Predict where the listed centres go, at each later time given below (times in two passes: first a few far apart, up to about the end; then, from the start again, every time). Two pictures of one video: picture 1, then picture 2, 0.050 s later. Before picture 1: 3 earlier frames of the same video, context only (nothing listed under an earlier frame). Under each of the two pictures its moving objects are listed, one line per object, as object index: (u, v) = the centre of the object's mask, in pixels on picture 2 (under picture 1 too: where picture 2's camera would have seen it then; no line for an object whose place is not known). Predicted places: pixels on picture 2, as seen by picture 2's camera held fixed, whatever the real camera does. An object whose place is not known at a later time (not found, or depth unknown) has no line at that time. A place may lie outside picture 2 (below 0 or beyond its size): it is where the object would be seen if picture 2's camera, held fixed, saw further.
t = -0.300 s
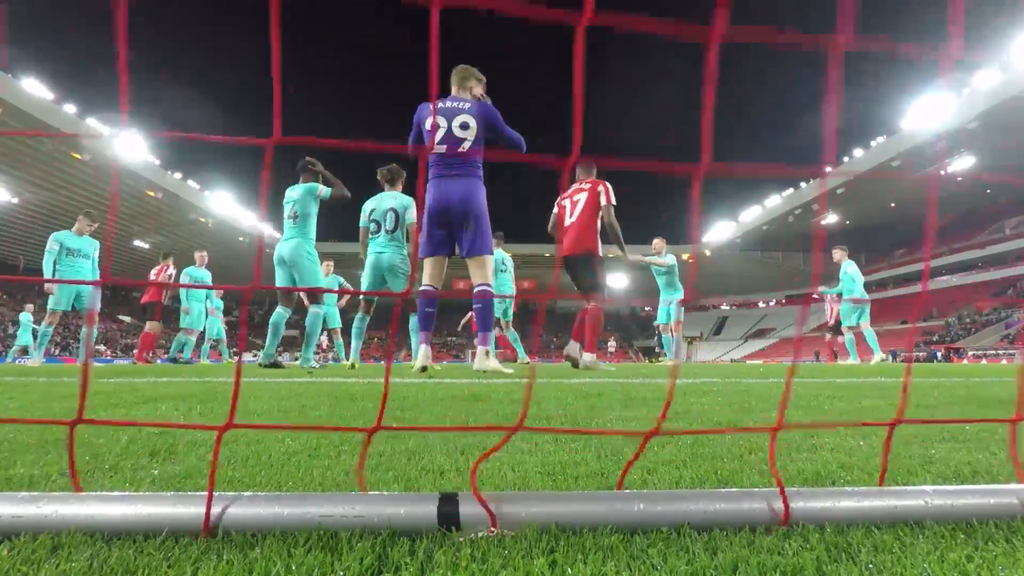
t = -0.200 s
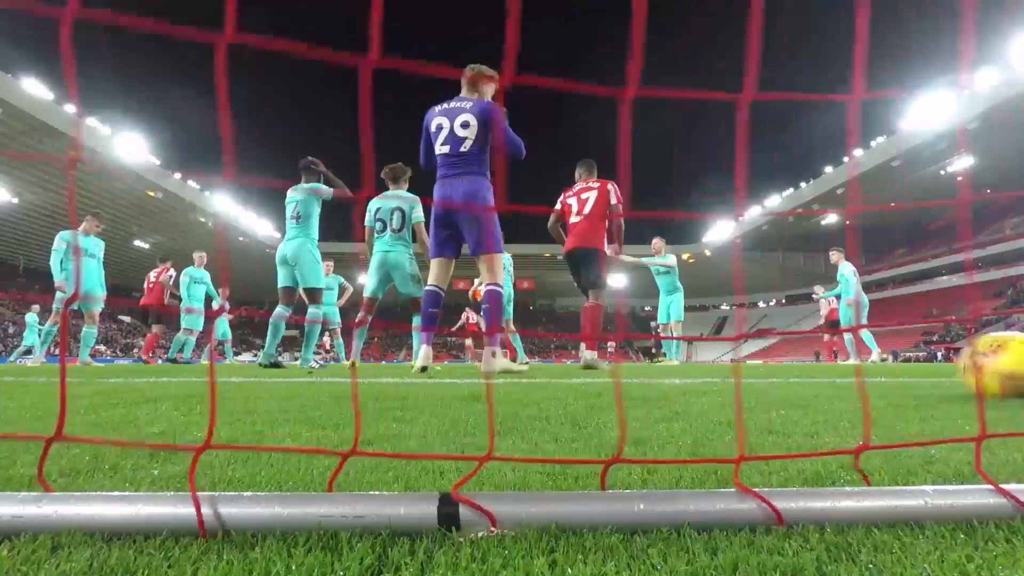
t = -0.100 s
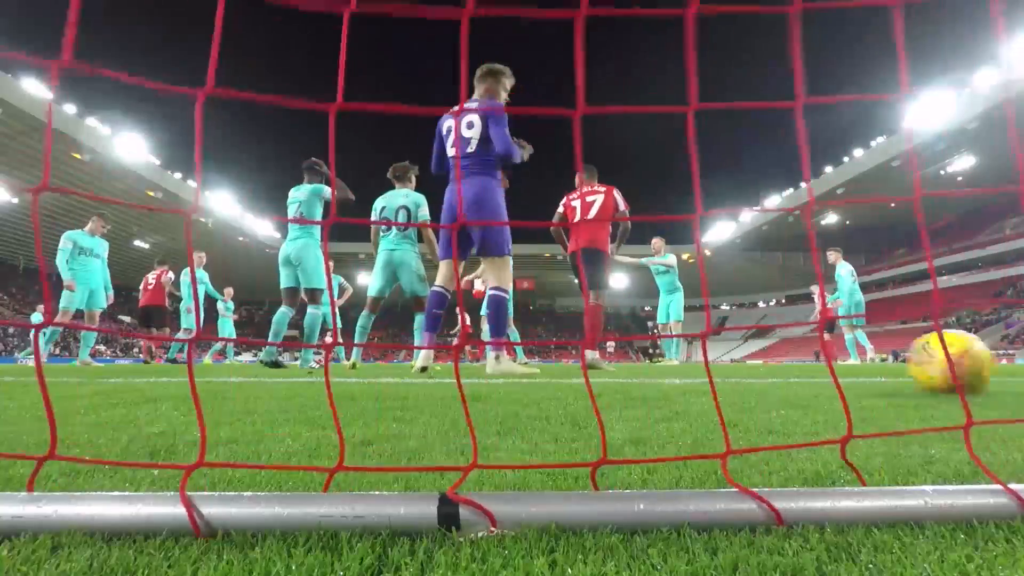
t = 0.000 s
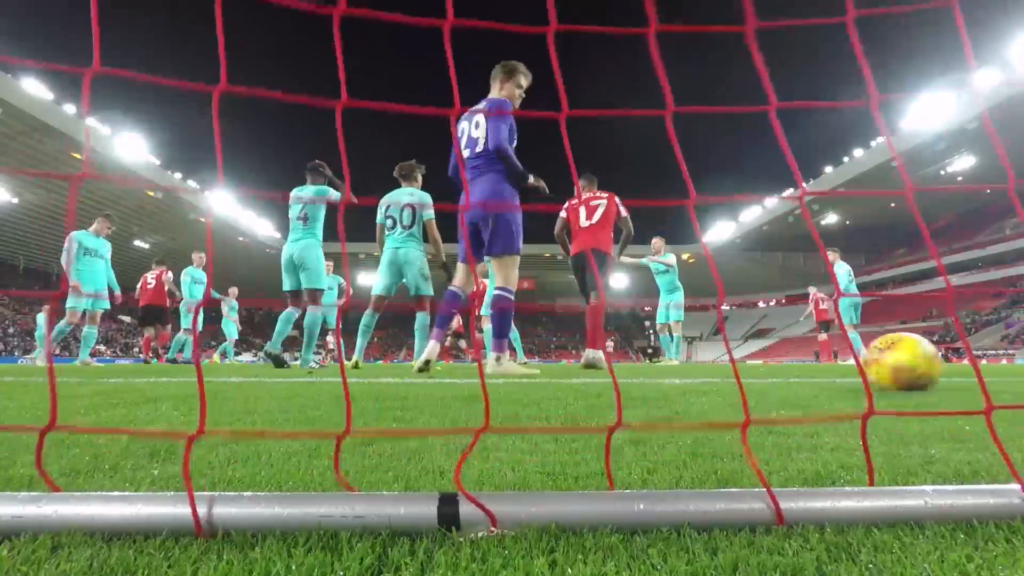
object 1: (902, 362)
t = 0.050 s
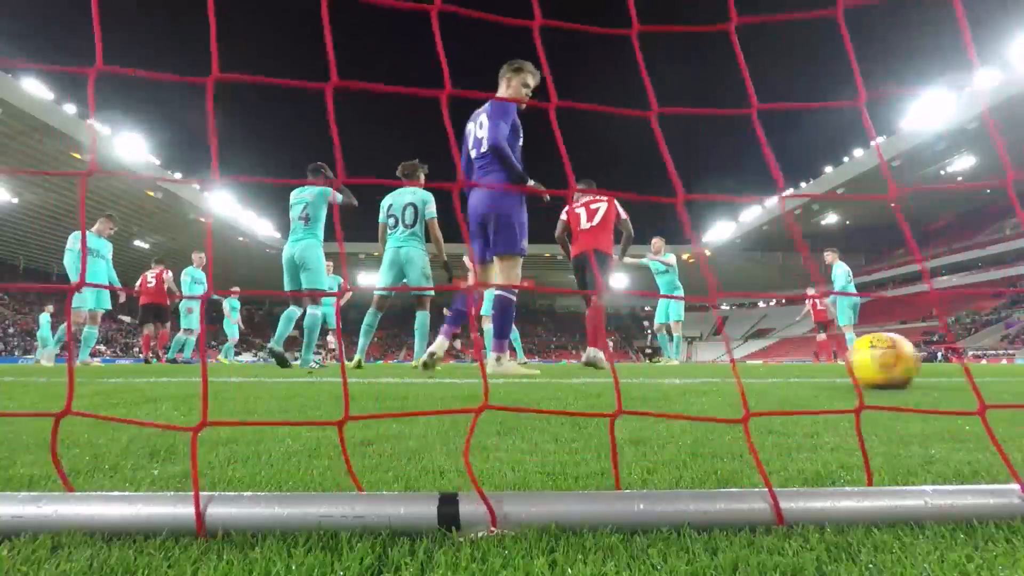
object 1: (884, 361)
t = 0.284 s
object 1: (812, 360)
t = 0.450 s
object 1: (780, 360)
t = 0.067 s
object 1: (877, 361)
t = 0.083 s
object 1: (871, 361)
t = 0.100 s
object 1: (864, 361)
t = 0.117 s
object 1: (860, 361)
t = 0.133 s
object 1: (856, 360)
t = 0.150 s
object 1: (847, 361)
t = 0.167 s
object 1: (842, 361)
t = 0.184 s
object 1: (838, 360)
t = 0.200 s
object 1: (832, 361)
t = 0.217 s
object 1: (827, 361)
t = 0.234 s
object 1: (819, 361)
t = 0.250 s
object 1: (818, 360)
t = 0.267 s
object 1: (816, 360)
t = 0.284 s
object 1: (812, 360)
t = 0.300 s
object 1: (809, 360)
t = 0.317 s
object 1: (806, 360)
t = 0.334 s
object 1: (802, 361)
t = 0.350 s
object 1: (798, 361)
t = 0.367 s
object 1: (795, 361)
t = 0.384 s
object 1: (791, 361)
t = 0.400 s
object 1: (788, 361)
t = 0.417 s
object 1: (788, 360)
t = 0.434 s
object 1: (782, 360)
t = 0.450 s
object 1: (780, 360)
